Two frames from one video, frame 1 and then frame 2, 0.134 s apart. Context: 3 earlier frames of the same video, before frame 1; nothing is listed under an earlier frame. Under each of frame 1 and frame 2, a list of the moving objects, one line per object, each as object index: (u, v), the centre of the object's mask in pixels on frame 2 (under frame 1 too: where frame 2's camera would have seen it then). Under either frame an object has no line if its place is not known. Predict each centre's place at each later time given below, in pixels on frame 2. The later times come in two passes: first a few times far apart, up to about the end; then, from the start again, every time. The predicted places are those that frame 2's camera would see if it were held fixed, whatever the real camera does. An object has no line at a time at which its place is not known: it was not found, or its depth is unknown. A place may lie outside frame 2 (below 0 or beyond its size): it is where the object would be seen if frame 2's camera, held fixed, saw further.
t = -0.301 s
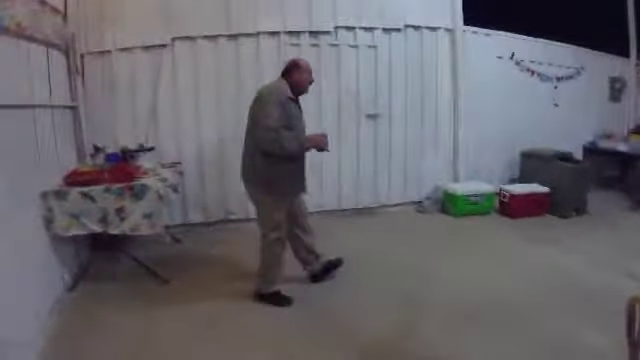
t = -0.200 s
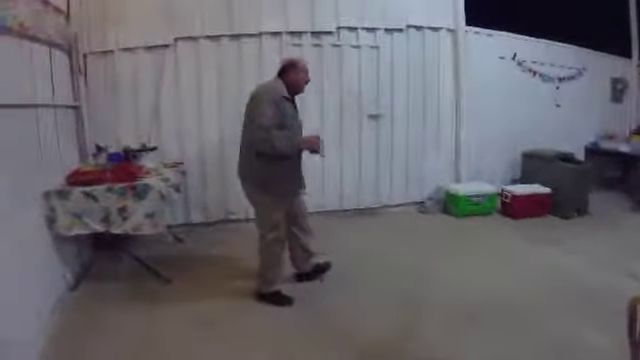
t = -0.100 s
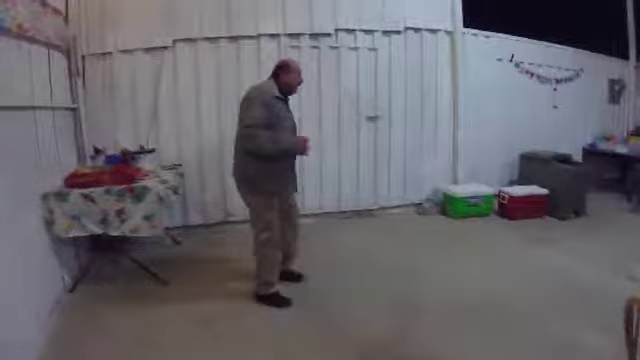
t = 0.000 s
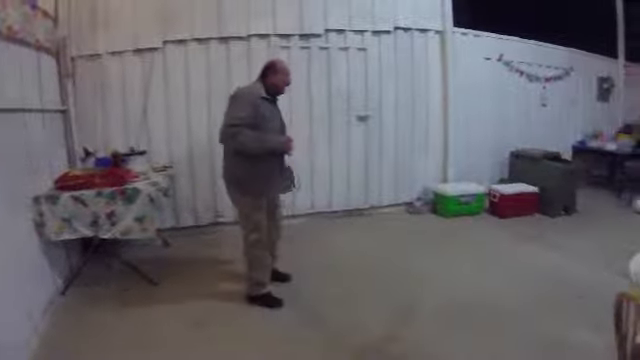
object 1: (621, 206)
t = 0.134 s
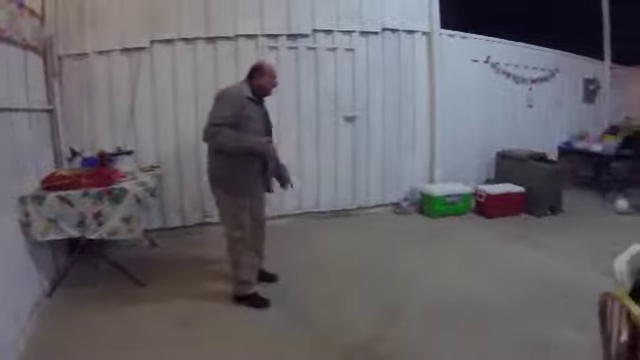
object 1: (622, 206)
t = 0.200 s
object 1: (620, 206)
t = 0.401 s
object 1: (610, 207)
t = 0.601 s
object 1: (595, 217)
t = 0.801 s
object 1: (580, 229)
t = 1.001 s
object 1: (563, 243)
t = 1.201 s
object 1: (542, 259)
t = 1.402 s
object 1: (517, 280)
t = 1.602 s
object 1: (485, 306)
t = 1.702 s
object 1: (468, 320)
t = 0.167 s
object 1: (621, 206)
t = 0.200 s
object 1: (620, 206)
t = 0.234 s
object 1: (619, 205)
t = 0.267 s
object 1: (616, 205)
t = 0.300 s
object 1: (616, 205)
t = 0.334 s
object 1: (614, 205)
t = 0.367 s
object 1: (612, 206)
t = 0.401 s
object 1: (610, 207)
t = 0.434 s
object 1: (608, 208)
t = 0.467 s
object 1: (605, 211)
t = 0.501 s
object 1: (602, 214)
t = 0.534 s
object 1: (599, 216)
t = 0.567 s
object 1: (599, 216)
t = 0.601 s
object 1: (595, 217)
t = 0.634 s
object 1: (593, 220)
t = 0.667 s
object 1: (590, 222)
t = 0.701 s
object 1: (587, 223)
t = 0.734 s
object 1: (585, 224)
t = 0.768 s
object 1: (583, 226)
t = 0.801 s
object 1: (580, 229)
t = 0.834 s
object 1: (577, 232)
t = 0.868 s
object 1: (574, 233)
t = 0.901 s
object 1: (571, 234)
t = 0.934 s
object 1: (569, 237)
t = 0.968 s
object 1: (566, 239)
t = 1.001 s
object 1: (563, 243)
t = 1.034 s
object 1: (561, 245)
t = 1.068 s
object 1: (558, 247)
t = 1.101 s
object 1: (555, 249)
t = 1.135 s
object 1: (550, 253)
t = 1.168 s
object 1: (546, 256)
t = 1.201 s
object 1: (542, 259)
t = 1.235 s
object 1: (538, 262)
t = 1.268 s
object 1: (535, 266)
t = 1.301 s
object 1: (530, 269)
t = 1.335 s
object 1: (527, 272)
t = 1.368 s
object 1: (521, 277)
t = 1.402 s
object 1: (517, 280)
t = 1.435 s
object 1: (512, 284)
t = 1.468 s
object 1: (508, 288)
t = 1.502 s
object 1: (502, 293)
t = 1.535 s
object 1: (497, 297)
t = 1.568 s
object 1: (492, 301)
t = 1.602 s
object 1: (485, 306)
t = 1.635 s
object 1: (479, 311)
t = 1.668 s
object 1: (474, 316)
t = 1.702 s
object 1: (468, 320)
